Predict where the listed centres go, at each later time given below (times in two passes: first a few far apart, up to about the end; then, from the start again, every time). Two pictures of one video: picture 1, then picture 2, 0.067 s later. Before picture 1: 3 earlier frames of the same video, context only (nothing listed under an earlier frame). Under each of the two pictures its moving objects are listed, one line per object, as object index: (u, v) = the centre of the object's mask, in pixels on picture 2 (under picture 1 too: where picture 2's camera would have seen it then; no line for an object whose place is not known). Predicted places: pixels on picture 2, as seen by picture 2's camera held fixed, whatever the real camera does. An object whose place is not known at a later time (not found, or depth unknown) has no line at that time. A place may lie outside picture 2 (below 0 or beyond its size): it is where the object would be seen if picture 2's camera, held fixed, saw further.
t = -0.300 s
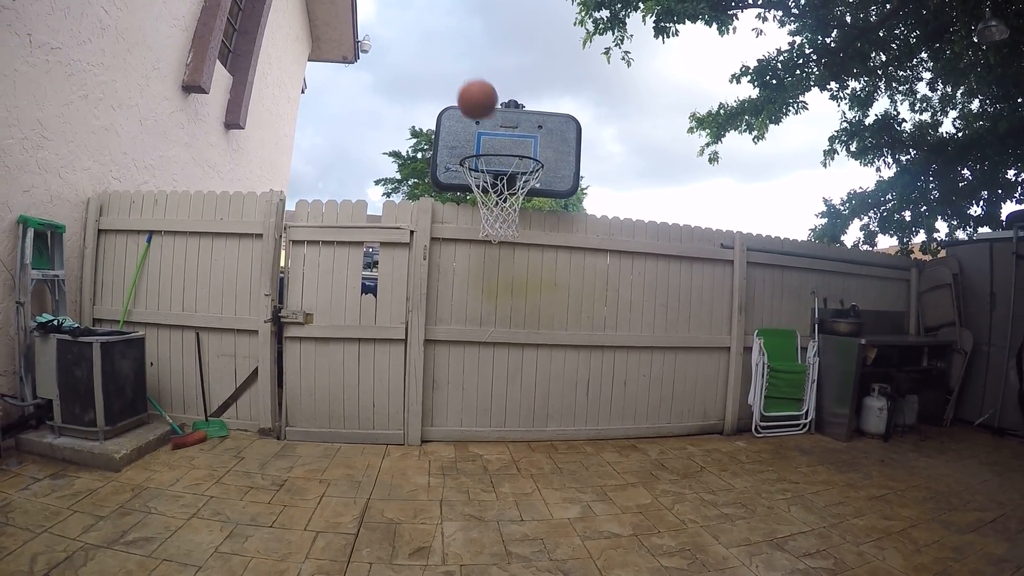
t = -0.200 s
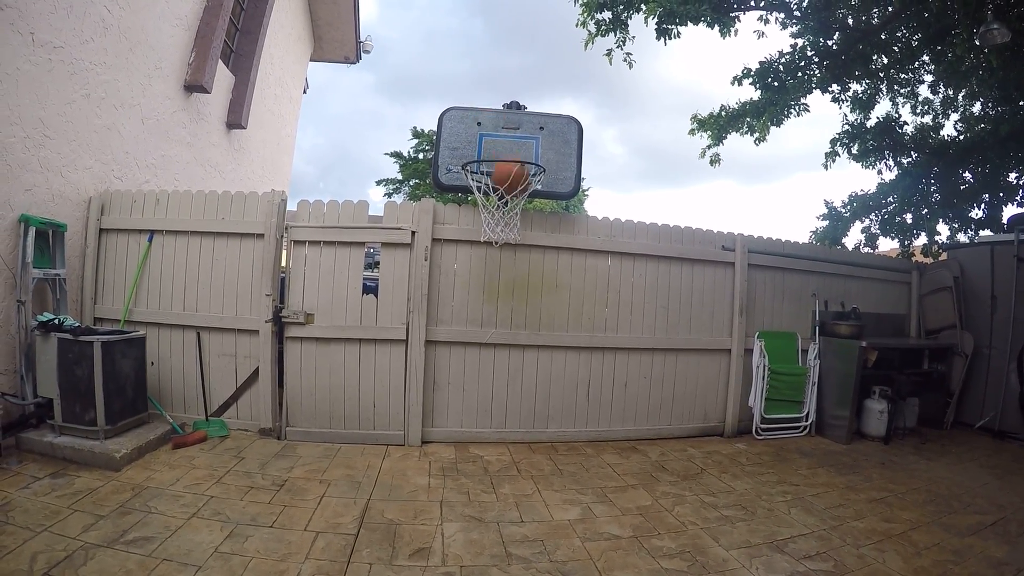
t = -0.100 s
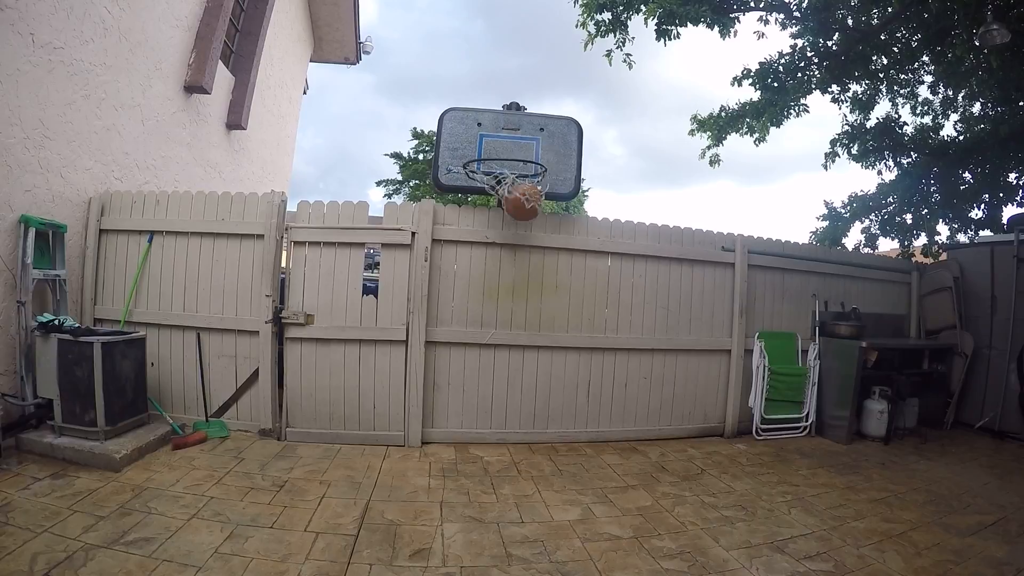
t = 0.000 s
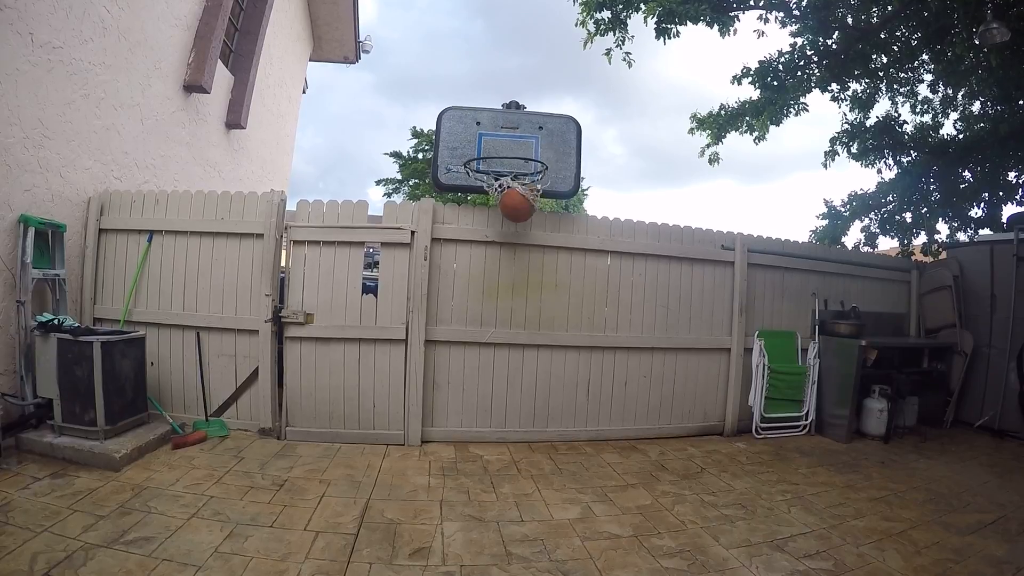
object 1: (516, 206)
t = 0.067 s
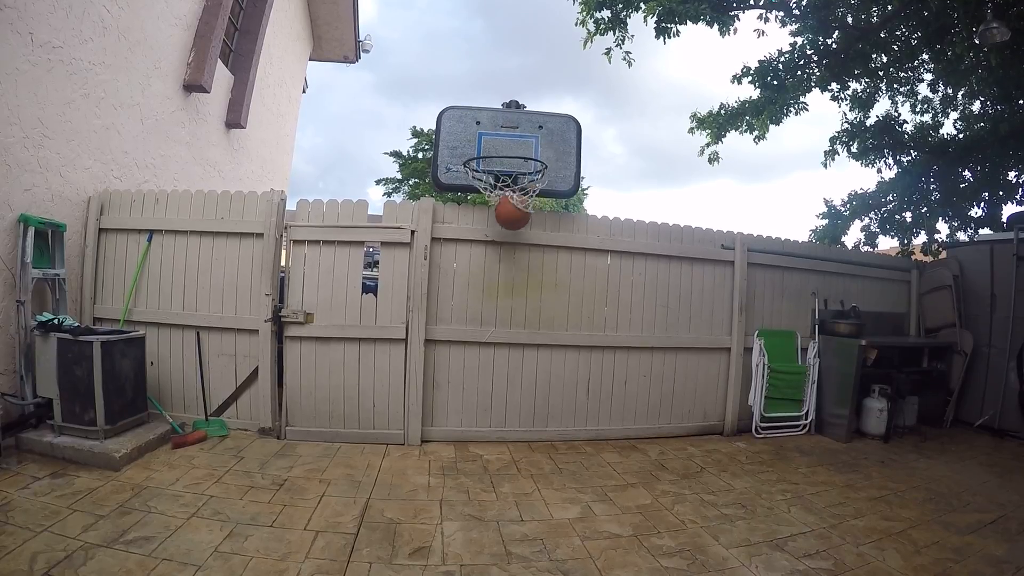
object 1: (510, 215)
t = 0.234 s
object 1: (498, 263)
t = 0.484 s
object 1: (476, 424)
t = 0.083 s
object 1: (509, 218)
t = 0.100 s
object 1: (507, 222)
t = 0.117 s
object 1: (507, 225)
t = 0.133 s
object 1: (506, 230)
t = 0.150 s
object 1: (505, 234)
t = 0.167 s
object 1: (504, 240)
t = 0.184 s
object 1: (502, 245)
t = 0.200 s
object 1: (501, 250)
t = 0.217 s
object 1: (500, 255)
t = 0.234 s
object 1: (498, 263)
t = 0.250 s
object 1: (497, 270)
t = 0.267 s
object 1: (495, 279)
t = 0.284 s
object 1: (494, 287)
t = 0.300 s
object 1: (492, 296)
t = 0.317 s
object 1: (491, 305)
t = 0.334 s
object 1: (489, 315)
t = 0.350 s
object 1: (487, 326)
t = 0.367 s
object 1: (486, 337)
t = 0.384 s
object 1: (484, 348)
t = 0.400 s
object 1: (483, 360)
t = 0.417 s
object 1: (481, 372)
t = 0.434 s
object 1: (480, 384)
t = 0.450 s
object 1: (478, 397)
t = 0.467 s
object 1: (477, 410)
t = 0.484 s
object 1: (476, 424)
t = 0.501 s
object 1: (474, 438)
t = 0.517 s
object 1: (473, 441)
